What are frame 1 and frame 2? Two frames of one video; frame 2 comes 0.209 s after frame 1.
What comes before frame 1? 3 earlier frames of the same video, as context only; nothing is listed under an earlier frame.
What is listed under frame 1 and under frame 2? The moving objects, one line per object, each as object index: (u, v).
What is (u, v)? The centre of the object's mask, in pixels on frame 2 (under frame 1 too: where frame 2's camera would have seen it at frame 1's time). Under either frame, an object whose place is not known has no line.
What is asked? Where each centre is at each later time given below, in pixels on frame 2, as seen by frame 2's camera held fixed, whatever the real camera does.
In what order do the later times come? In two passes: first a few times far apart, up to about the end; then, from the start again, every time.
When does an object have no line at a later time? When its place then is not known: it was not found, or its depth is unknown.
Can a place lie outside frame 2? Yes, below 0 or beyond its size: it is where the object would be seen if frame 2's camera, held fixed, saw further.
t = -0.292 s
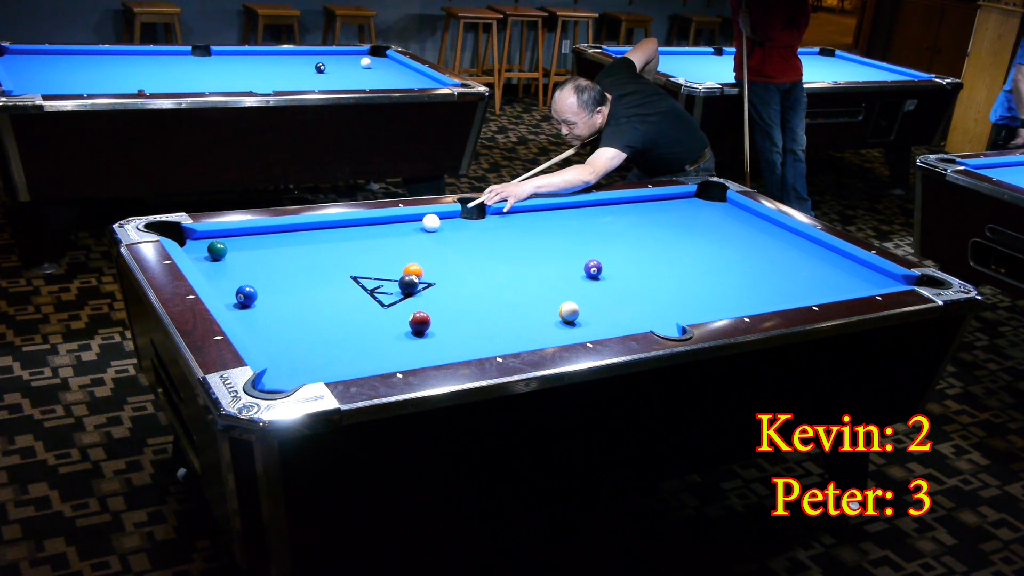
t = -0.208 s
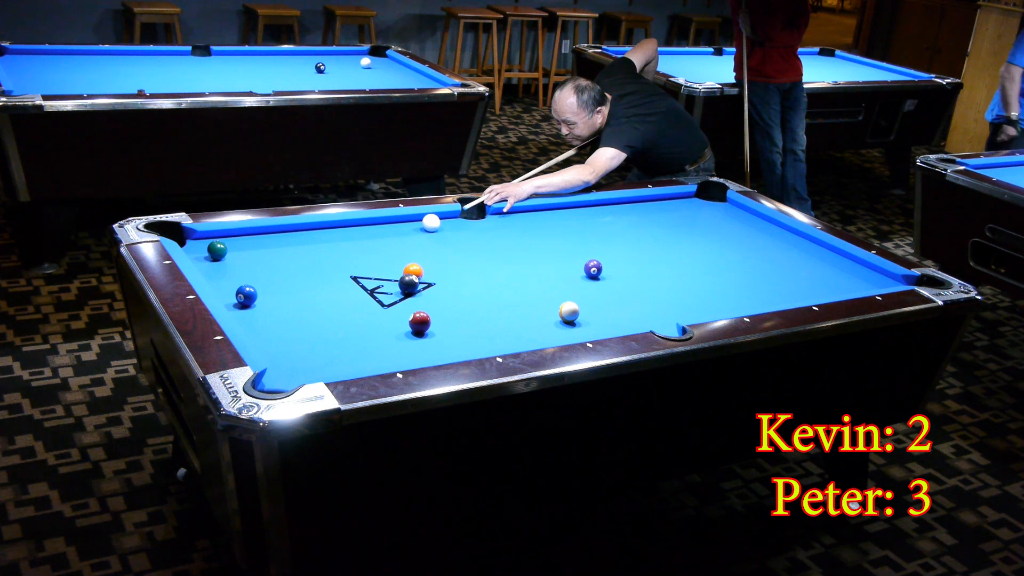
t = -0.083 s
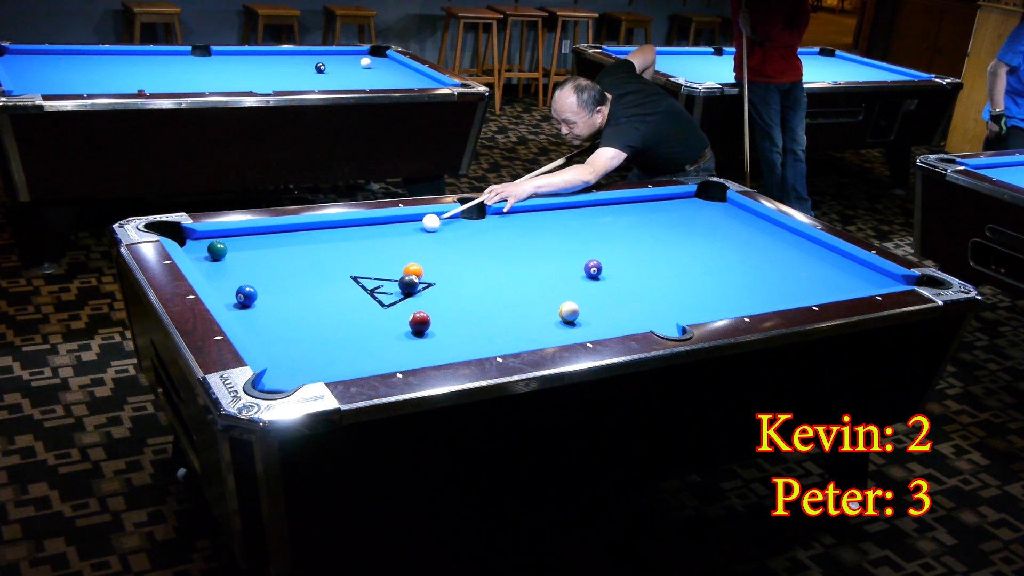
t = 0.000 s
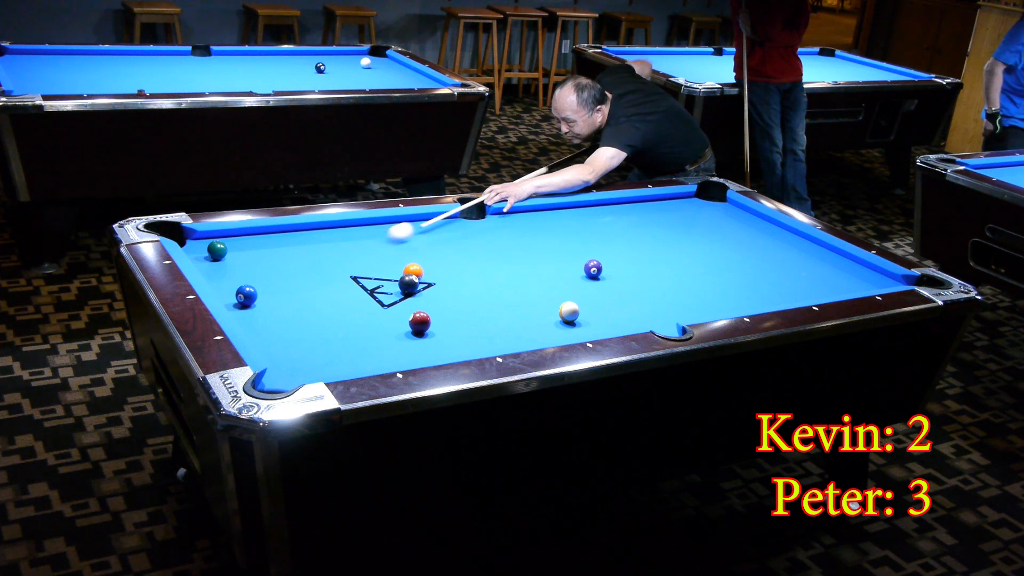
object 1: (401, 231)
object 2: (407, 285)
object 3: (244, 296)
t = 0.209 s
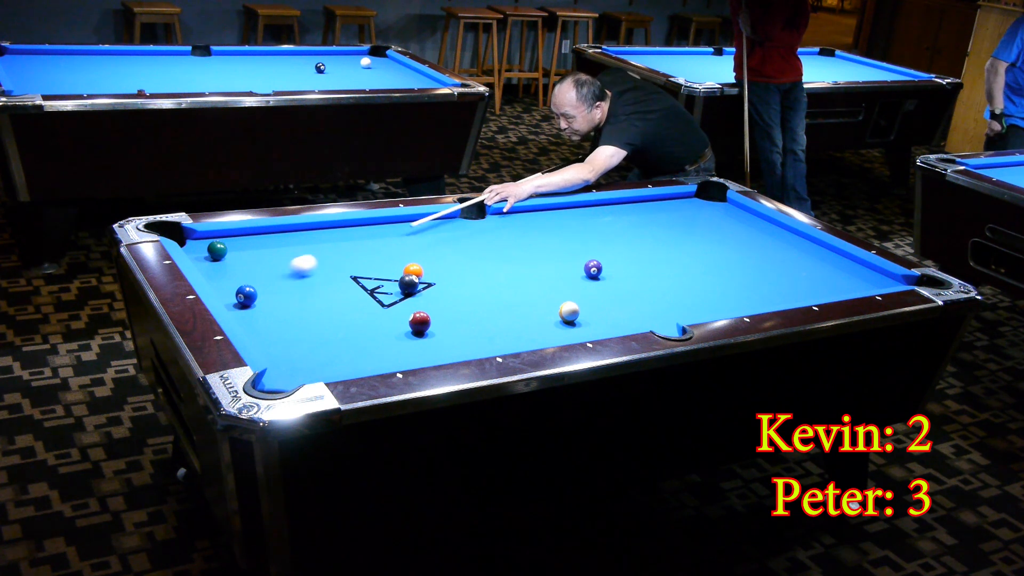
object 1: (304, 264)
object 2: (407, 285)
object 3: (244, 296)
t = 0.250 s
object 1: (284, 270)
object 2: (407, 285)
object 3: (244, 296)
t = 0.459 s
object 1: (256, 285)
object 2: (407, 285)
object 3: (251, 312)
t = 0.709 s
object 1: (333, 286)
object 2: (407, 285)
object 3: (263, 339)
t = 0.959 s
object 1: (395, 289)
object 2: (414, 284)
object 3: (278, 367)
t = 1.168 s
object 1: (419, 296)
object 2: (438, 278)
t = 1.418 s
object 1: (447, 303)
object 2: (464, 272)
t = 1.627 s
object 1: (470, 310)
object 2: (483, 268)
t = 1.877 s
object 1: (496, 317)
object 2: (504, 264)
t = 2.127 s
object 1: (520, 324)
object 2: (523, 260)
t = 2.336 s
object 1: (540, 329)
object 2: (537, 257)
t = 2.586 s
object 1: (561, 332)
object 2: (553, 253)
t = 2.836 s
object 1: (566, 330)
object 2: (567, 250)
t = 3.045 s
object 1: (568, 328)
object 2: (576, 248)
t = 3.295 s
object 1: (569, 326)
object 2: (587, 245)
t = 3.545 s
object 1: (570, 323)
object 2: (595, 242)
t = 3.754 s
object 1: (571, 322)
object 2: (600, 241)
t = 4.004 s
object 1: (570, 321)
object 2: (606, 239)
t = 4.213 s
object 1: (570, 320)
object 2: (610, 237)
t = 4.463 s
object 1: (570, 320)
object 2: (614, 236)
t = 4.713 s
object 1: (570, 320)
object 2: (616, 235)
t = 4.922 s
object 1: (570, 320)
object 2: (617, 234)
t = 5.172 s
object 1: (570, 320)
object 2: (618, 234)
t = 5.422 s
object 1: (570, 320)
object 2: (618, 234)
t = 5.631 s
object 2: (617, 234)
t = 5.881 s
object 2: (617, 234)
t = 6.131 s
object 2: (617, 234)
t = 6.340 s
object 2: (617, 234)
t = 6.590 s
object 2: (617, 234)
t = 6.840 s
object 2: (617, 234)
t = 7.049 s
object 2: (617, 234)
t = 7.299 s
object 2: (617, 234)
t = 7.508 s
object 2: (617, 234)
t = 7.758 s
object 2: (617, 234)
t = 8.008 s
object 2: (617, 234)
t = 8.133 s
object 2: (617, 234)
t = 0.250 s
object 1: (284, 270)
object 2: (407, 285)
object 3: (244, 296)
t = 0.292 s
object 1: (263, 278)
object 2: (407, 285)
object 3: (244, 296)
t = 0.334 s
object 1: (240, 282)
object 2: (407, 285)
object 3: (245, 297)
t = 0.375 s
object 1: (223, 287)
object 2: (407, 285)
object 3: (247, 303)
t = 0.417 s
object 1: (240, 285)
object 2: (407, 285)
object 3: (249, 307)
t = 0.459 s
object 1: (256, 285)
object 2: (407, 285)
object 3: (251, 312)
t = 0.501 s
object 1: (271, 285)
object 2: (407, 285)
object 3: (252, 317)
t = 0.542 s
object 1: (285, 285)
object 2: (407, 285)
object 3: (255, 321)
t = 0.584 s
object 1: (297, 286)
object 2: (407, 285)
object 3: (257, 325)
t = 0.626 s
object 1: (309, 286)
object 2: (407, 285)
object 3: (260, 329)
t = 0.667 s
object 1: (321, 286)
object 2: (407, 285)
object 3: (261, 334)
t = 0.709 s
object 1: (333, 286)
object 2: (407, 285)
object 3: (263, 339)
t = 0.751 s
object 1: (345, 286)
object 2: (407, 285)
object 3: (265, 343)
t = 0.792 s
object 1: (356, 286)
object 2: (407, 285)
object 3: (267, 348)
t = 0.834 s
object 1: (368, 286)
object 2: (407, 285)
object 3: (272, 352)
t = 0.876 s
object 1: (379, 287)
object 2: (407, 285)
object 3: (273, 360)
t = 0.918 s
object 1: (391, 287)
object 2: (409, 284)
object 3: (276, 361)
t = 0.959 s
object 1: (395, 289)
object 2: (414, 284)
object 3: (278, 367)
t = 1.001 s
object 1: (400, 290)
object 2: (419, 282)
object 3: (281, 371)
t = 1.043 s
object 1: (405, 291)
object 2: (425, 281)
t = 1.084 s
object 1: (410, 293)
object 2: (429, 280)
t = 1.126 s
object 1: (414, 294)
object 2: (434, 279)
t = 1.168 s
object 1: (419, 296)
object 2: (438, 278)
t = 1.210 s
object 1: (424, 297)
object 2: (443, 277)
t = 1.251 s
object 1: (428, 298)
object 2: (447, 276)
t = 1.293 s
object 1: (433, 300)
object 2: (451, 275)
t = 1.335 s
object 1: (438, 301)
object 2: (455, 274)
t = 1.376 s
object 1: (442, 302)
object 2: (460, 273)
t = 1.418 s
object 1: (447, 303)
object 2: (464, 272)
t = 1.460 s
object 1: (452, 305)
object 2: (468, 272)
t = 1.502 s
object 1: (456, 306)
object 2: (472, 271)
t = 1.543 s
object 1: (461, 307)
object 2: (476, 270)
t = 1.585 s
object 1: (465, 308)
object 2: (479, 269)
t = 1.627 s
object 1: (470, 310)
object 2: (483, 268)
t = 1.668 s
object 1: (474, 311)
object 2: (487, 268)
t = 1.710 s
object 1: (478, 312)
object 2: (490, 267)
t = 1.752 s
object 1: (483, 313)
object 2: (494, 266)
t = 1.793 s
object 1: (487, 315)
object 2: (497, 266)
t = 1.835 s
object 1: (491, 316)
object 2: (501, 265)
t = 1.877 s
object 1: (496, 317)
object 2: (504, 264)
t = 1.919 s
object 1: (500, 318)
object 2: (507, 263)
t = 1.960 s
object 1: (504, 319)
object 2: (511, 262)
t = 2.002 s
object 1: (508, 320)
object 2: (514, 262)
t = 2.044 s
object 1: (512, 322)
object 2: (517, 261)
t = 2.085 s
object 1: (516, 323)
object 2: (520, 261)
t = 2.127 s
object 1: (520, 324)
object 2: (523, 260)
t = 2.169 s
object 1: (524, 325)
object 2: (526, 259)
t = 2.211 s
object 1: (528, 326)
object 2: (529, 259)
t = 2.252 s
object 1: (532, 327)
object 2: (532, 258)
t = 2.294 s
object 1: (536, 328)
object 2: (535, 258)
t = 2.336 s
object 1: (540, 329)
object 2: (537, 257)
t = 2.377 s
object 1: (543, 330)
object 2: (540, 256)
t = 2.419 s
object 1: (547, 330)
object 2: (543, 256)
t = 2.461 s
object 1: (551, 331)
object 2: (545, 255)
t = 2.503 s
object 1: (554, 331)
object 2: (548, 255)
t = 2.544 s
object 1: (557, 332)
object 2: (550, 254)
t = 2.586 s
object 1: (561, 332)
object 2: (553, 253)
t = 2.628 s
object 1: (564, 332)
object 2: (555, 253)
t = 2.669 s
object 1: (565, 332)
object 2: (558, 252)
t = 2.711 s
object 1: (566, 331)
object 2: (560, 252)
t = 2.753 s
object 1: (566, 331)
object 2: (562, 251)
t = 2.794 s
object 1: (566, 331)
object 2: (564, 251)
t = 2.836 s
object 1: (566, 330)
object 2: (567, 250)
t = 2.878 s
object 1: (567, 330)
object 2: (569, 250)
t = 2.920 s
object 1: (567, 329)
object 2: (571, 249)
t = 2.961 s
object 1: (567, 329)
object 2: (573, 249)
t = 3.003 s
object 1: (567, 328)
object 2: (575, 248)
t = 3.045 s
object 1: (568, 328)
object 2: (576, 248)
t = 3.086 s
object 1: (568, 328)
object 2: (578, 247)
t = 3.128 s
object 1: (568, 327)
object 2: (580, 247)
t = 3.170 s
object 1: (568, 327)
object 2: (582, 247)
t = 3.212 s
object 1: (568, 326)
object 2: (583, 246)
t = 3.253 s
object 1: (568, 326)
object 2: (585, 246)
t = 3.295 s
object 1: (569, 326)
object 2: (587, 245)
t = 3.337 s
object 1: (569, 325)
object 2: (588, 245)
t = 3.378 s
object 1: (569, 325)
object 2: (589, 244)
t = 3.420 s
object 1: (569, 324)
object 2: (591, 244)
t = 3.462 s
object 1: (570, 324)
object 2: (592, 243)
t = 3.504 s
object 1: (570, 324)
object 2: (594, 243)
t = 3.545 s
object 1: (570, 323)
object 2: (595, 242)
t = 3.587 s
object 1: (570, 323)
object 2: (596, 242)
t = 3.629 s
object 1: (570, 323)
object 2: (597, 242)
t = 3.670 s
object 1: (570, 322)
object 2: (599, 241)
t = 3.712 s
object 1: (570, 322)
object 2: (599, 241)
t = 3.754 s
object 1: (571, 322)
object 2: (600, 241)
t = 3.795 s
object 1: (571, 321)
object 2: (601, 240)
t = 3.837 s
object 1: (571, 321)
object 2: (602, 240)
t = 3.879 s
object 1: (571, 321)
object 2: (603, 239)
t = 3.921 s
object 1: (570, 321)
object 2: (604, 239)
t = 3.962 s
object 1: (571, 321)
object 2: (605, 239)
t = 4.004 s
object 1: (570, 321)
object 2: (606, 239)
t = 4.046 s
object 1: (570, 321)
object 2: (607, 238)
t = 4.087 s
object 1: (570, 321)
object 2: (608, 238)
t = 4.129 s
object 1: (570, 320)
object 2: (608, 238)
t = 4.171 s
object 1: (570, 320)
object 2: (609, 237)
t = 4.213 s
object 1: (570, 320)
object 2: (610, 237)
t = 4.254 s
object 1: (570, 320)
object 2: (611, 237)
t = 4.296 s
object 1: (570, 320)
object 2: (611, 237)
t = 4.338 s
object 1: (570, 320)
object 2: (612, 236)
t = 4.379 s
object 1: (570, 320)
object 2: (613, 236)
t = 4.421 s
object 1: (570, 320)
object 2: (613, 236)
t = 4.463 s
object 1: (570, 320)
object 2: (614, 236)
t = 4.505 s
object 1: (570, 320)
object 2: (614, 236)
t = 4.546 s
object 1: (570, 320)
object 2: (615, 236)
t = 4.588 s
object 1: (570, 320)
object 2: (615, 235)
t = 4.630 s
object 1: (570, 320)
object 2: (615, 235)
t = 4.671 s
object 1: (570, 320)
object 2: (616, 235)
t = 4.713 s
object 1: (570, 320)
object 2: (616, 235)
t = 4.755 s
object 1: (570, 320)
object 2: (616, 235)
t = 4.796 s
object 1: (570, 320)
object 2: (616, 235)
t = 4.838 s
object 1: (570, 320)
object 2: (617, 234)
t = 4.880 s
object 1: (570, 320)
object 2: (617, 234)
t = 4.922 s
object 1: (570, 320)
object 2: (617, 234)
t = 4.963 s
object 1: (570, 320)
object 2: (617, 234)
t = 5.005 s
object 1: (570, 320)
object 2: (617, 234)
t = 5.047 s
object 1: (570, 320)
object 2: (617, 234)
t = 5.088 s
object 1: (570, 320)
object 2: (618, 234)
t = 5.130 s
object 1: (570, 320)
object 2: (618, 234)
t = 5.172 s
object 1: (570, 320)
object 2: (618, 234)
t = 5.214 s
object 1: (570, 320)
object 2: (618, 234)
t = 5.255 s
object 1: (570, 320)
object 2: (618, 234)
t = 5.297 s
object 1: (570, 320)
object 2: (618, 234)
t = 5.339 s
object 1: (570, 320)
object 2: (618, 234)
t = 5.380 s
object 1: (570, 320)
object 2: (618, 234)
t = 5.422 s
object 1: (570, 320)
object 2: (618, 234)
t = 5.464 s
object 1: (570, 320)
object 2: (618, 234)
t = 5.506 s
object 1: (570, 320)
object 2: (617, 234)
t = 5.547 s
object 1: (570, 320)
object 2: (617, 234)
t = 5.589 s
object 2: (617, 234)
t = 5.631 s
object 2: (617, 234)
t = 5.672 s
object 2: (617, 234)
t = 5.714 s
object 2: (617, 234)
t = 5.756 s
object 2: (617, 234)
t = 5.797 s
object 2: (617, 234)
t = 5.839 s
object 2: (617, 234)
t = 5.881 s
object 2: (617, 234)
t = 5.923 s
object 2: (617, 234)
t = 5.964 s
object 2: (617, 234)
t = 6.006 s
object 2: (617, 234)
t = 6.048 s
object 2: (617, 234)
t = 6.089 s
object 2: (617, 234)
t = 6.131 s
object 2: (617, 234)
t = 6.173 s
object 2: (617, 234)
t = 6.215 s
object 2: (617, 234)
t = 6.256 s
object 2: (617, 234)
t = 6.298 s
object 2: (617, 234)
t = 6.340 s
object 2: (617, 234)
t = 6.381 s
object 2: (617, 234)
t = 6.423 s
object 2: (617, 234)
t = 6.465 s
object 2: (617, 234)
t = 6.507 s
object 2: (617, 234)
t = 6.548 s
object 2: (617, 234)
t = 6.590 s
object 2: (617, 234)
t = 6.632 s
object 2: (617, 234)
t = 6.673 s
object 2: (617, 234)
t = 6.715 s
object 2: (617, 234)
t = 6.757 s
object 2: (617, 234)
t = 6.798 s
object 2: (617, 234)
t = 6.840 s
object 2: (617, 234)
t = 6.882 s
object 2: (617, 234)
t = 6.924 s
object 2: (617, 234)
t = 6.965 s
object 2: (617, 234)
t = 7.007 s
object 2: (617, 234)
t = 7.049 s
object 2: (617, 234)
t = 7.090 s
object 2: (617, 234)
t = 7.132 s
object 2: (617, 234)
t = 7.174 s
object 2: (617, 234)
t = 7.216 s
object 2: (617, 234)
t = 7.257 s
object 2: (617, 234)
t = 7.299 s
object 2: (617, 234)
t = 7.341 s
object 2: (617, 234)
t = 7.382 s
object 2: (617, 234)
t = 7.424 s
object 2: (617, 234)
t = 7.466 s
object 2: (617, 234)
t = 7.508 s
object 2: (617, 234)
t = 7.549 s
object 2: (617, 234)
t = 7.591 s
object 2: (617, 234)
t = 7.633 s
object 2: (617, 234)
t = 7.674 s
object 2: (617, 234)
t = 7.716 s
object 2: (617, 234)
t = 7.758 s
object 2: (617, 234)
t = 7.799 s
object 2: (617, 234)
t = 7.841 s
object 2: (617, 234)
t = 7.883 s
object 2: (617, 234)
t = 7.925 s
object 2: (617, 234)
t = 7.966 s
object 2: (617, 234)
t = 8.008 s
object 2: (617, 234)
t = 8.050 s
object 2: (617, 234)
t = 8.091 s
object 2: (617, 234)
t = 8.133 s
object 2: (617, 234)
